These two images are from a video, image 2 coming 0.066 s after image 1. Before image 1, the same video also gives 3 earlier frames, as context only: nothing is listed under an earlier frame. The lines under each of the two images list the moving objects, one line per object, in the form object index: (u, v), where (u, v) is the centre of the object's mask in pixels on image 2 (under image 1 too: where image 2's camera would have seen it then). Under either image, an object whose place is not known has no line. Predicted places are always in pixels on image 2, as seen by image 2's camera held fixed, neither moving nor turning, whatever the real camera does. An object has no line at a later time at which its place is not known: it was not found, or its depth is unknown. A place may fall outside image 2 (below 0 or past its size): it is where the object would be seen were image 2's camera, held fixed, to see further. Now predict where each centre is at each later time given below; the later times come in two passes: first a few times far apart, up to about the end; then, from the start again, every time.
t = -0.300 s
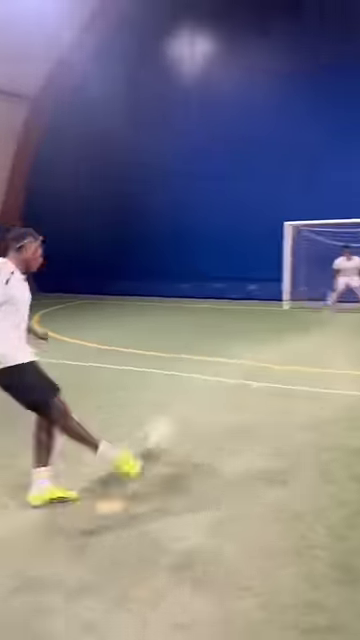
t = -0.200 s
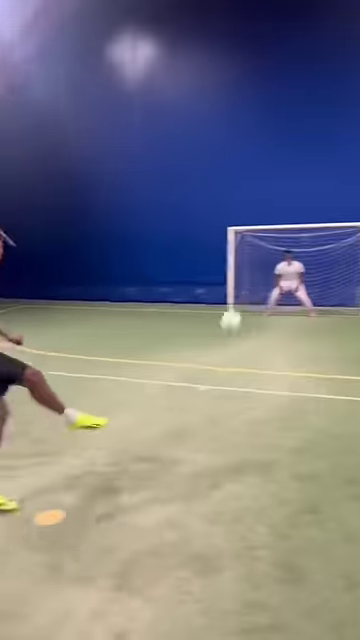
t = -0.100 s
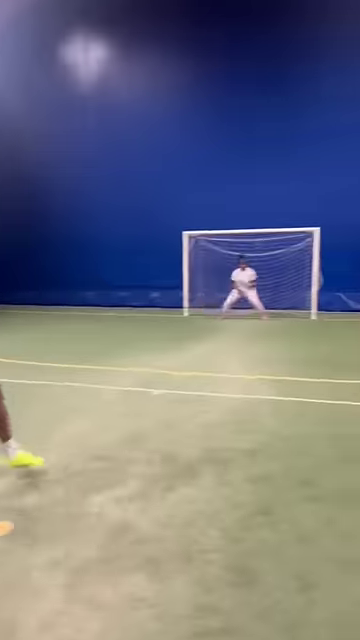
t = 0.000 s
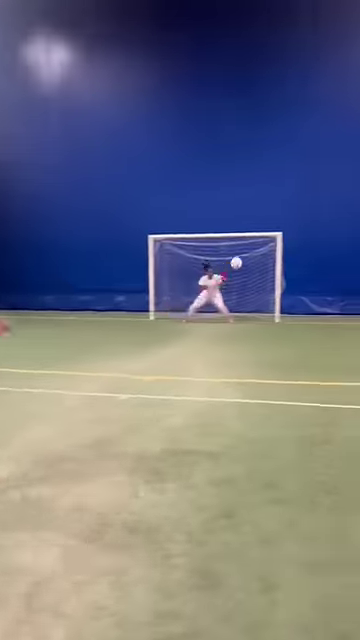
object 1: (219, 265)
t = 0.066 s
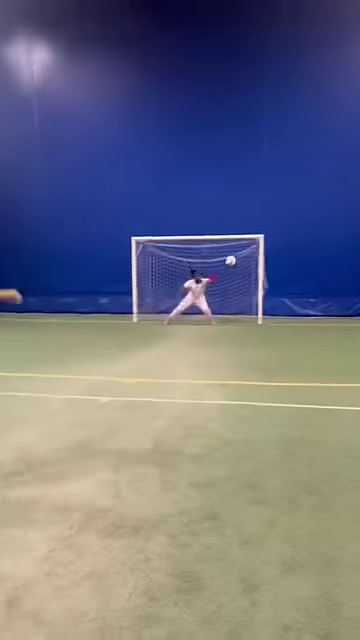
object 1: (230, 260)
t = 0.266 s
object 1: (246, 262)
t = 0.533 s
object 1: (232, 289)
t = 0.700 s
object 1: (228, 312)
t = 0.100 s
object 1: (235, 260)
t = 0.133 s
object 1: (239, 260)
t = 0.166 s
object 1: (243, 259)
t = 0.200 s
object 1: (246, 258)
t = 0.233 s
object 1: (246, 260)
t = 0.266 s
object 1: (246, 262)
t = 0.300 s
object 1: (245, 265)
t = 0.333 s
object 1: (244, 267)
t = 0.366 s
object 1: (243, 270)
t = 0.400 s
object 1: (240, 273)
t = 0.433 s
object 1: (238, 277)
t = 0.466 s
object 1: (236, 280)
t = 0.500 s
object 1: (234, 284)
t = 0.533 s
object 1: (232, 289)
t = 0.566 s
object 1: (230, 294)
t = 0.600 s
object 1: (229, 299)
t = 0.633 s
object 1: (228, 303)
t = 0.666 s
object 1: (228, 308)
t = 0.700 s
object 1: (228, 312)
